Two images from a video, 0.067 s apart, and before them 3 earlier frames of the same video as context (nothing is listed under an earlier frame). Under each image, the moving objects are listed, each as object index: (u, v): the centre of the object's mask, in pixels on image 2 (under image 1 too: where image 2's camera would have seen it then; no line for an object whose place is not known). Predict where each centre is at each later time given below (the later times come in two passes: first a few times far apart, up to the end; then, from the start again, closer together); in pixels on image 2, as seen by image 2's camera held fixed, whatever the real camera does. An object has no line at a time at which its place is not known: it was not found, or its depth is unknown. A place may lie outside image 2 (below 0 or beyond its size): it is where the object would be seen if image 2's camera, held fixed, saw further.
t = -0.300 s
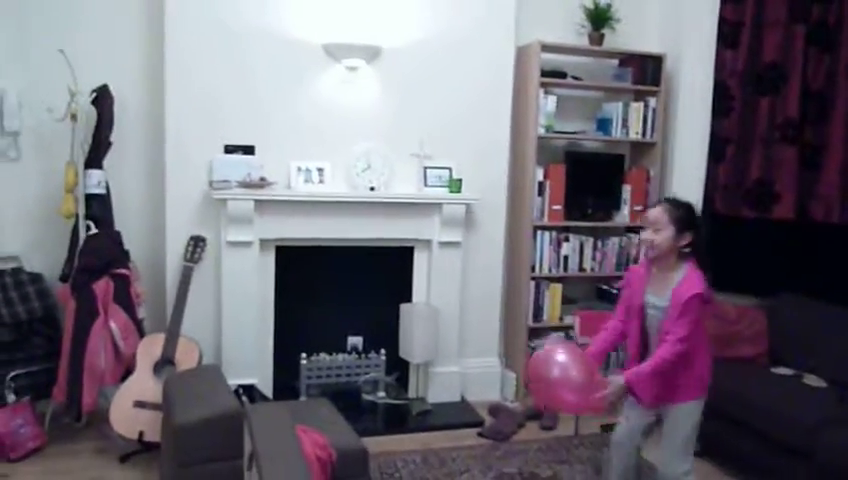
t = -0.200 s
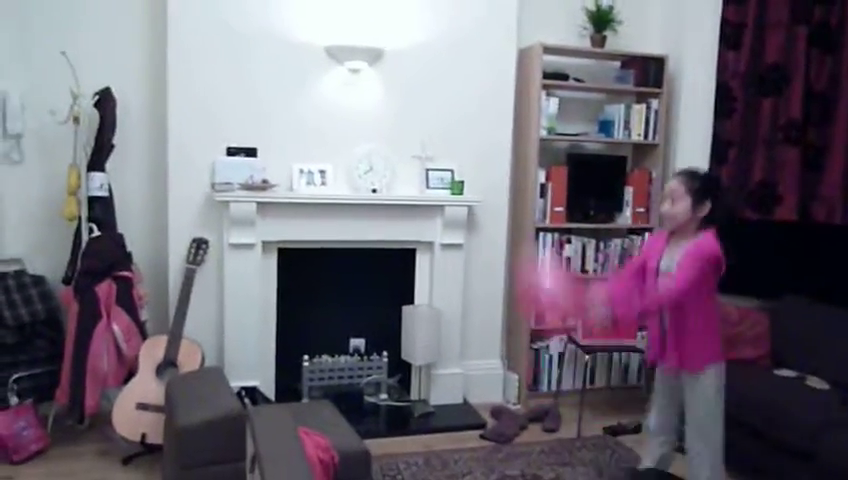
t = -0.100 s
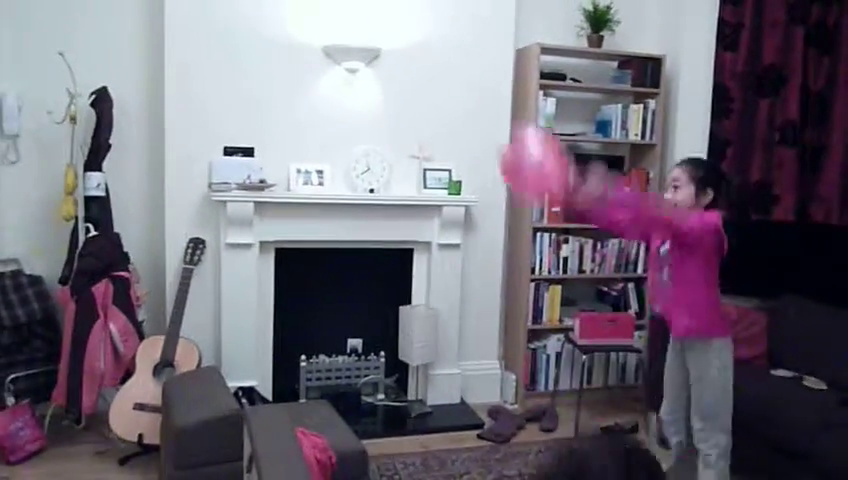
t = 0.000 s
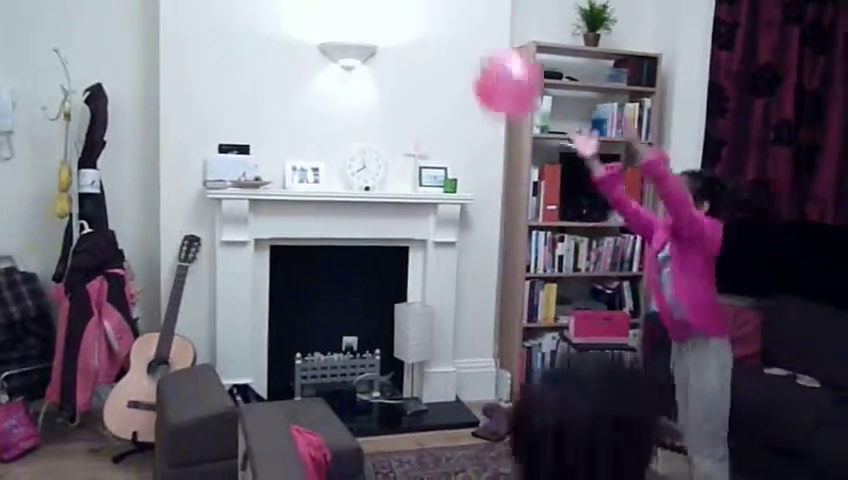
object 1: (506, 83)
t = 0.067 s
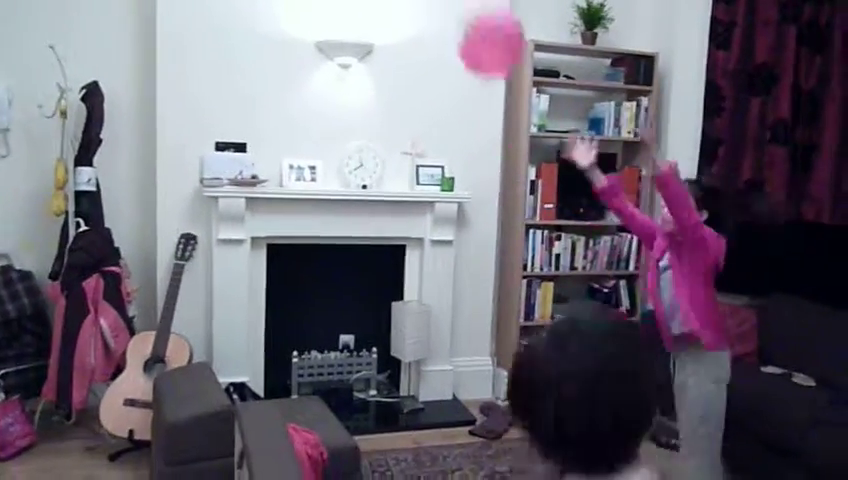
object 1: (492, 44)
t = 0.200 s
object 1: (472, 10)
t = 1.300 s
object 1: (388, 22)
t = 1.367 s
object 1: (387, 40)
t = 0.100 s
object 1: (486, 30)
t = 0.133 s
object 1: (481, 22)
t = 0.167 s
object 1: (476, 16)
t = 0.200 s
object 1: (472, 10)
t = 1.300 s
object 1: (388, 22)
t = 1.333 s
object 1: (389, 30)
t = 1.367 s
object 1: (387, 40)
